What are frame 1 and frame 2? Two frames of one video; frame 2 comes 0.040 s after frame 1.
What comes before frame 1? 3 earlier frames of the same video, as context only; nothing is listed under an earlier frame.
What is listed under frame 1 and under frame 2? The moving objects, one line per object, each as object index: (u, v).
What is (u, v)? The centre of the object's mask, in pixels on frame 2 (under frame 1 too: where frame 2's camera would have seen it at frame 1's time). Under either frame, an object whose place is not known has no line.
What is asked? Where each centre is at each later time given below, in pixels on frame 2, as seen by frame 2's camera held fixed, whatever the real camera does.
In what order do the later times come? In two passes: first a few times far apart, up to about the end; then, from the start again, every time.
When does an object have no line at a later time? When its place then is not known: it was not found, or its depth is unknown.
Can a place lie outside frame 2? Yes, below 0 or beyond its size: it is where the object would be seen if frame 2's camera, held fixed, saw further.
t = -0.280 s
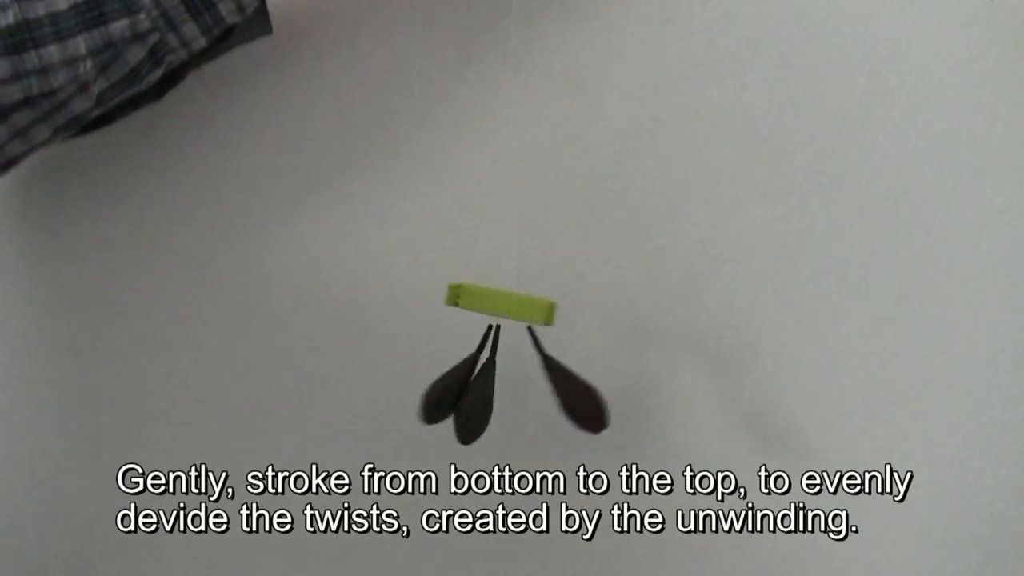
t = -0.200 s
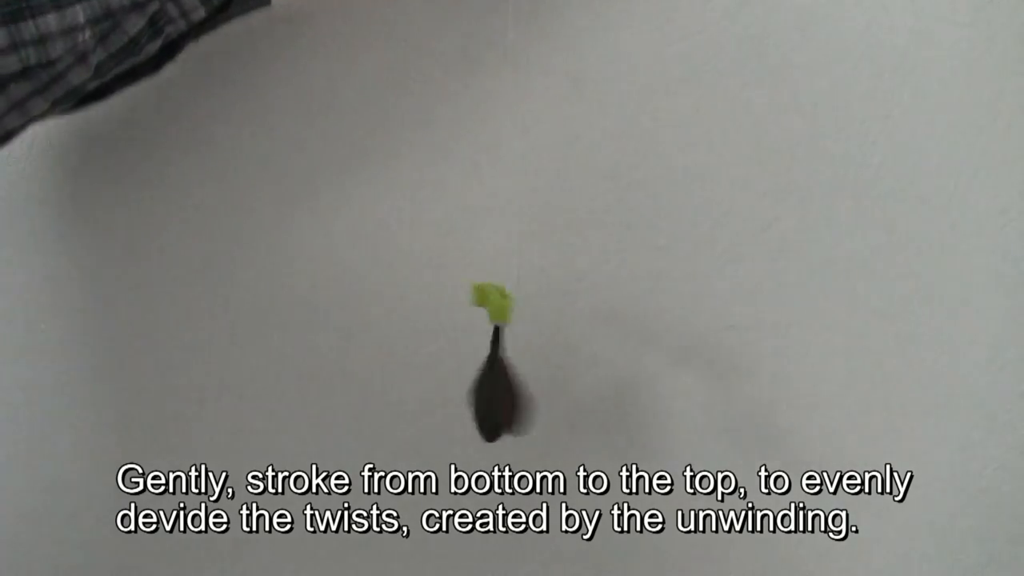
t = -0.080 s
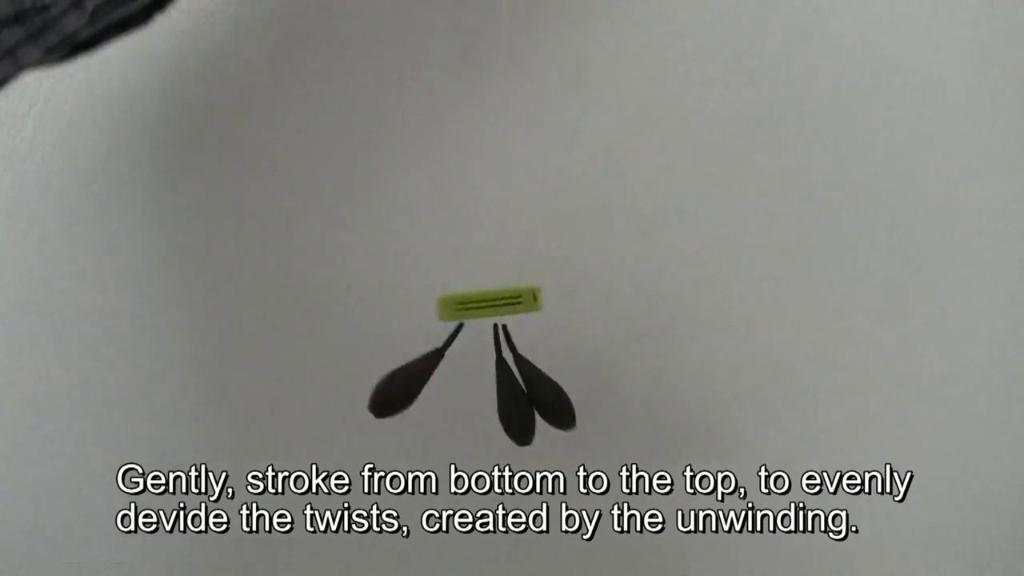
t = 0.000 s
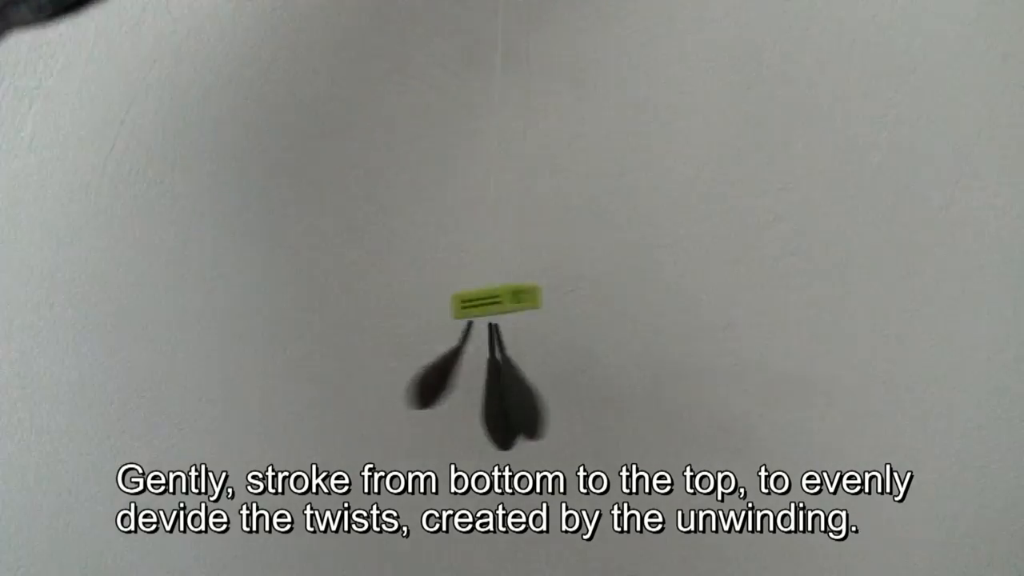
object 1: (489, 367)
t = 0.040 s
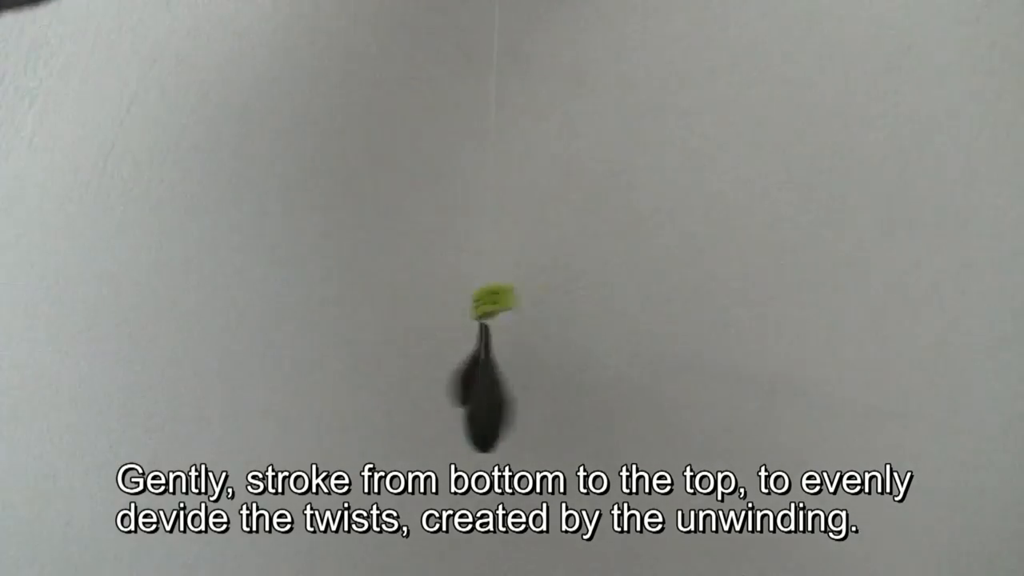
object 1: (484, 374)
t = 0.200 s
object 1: (466, 364)
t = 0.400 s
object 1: (469, 365)
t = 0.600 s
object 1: (462, 368)
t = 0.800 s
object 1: (471, 372)
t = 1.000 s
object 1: (490, 369)
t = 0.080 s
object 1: (478, 375)
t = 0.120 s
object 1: (473, 370)
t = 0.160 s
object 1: (467, 367)
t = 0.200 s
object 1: (466, 364)
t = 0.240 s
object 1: (468, 367)
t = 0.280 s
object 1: (469, 371)
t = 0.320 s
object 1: (459, 371)
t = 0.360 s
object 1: (464, 369)
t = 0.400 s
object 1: (469, 365)
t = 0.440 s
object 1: (467, 366)
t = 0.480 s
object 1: (465, 365)
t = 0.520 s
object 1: (463, 368)
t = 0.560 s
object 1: (463, 370)
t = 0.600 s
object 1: (462, 368)
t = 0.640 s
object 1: (460, 365)
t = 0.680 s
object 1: (464, 359)
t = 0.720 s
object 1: (471, 364)
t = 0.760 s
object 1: (476, 367)
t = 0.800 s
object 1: (471, 372)
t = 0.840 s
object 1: (480, 367)
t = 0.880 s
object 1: (487, 365)
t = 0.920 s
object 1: (488, 365)
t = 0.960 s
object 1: (489, 365)
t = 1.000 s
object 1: (490, 369)
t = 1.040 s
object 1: (488, 371)
